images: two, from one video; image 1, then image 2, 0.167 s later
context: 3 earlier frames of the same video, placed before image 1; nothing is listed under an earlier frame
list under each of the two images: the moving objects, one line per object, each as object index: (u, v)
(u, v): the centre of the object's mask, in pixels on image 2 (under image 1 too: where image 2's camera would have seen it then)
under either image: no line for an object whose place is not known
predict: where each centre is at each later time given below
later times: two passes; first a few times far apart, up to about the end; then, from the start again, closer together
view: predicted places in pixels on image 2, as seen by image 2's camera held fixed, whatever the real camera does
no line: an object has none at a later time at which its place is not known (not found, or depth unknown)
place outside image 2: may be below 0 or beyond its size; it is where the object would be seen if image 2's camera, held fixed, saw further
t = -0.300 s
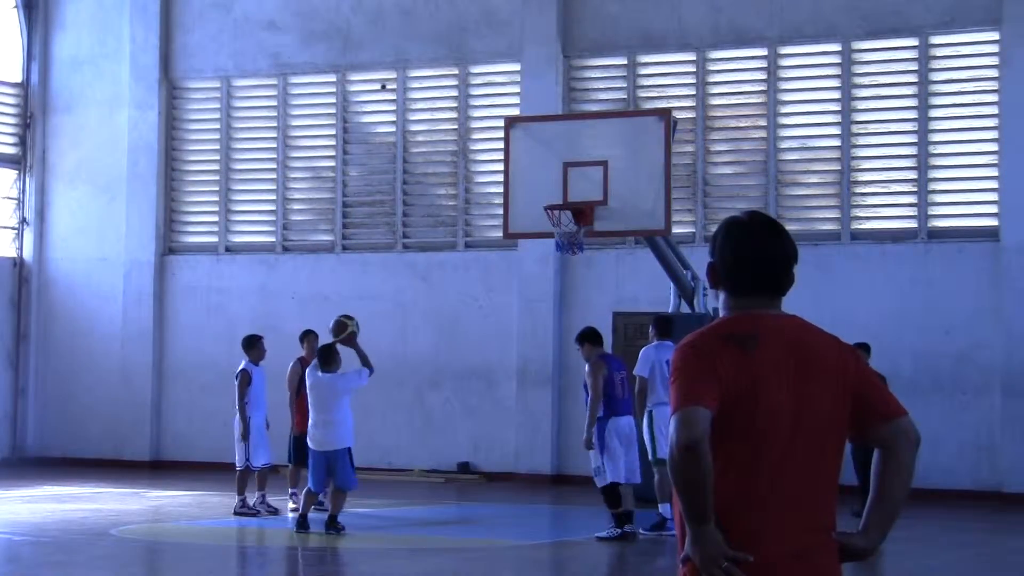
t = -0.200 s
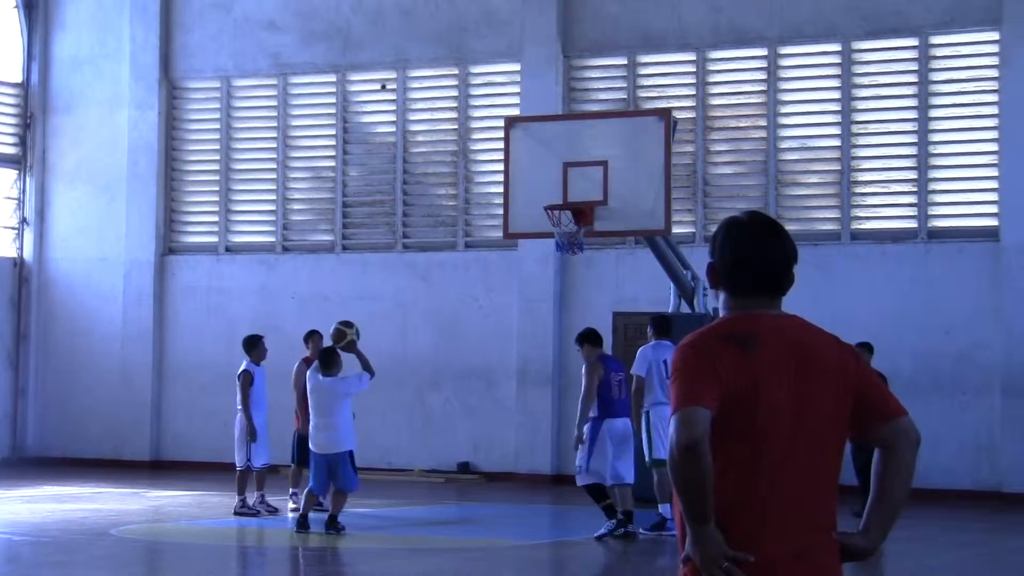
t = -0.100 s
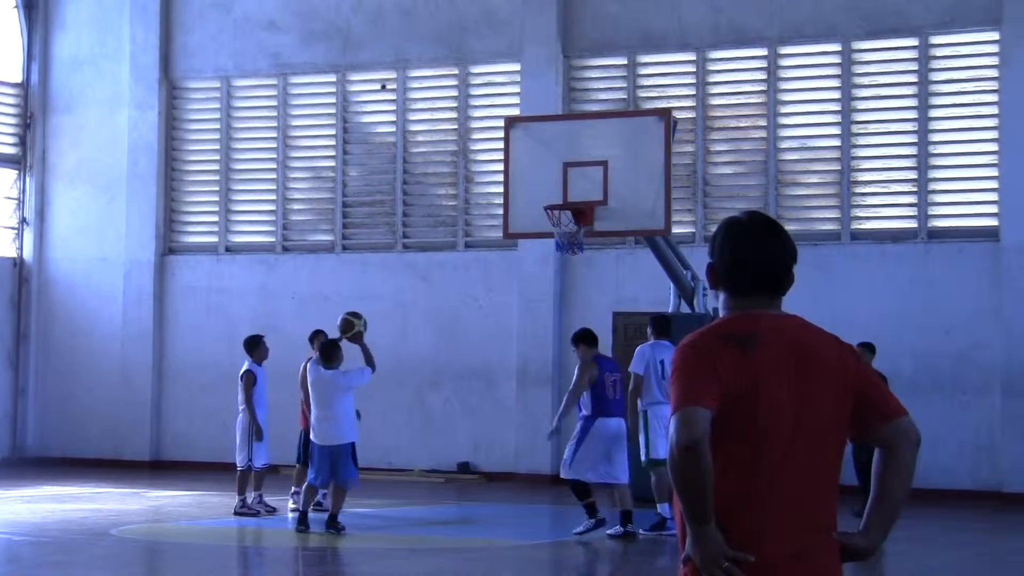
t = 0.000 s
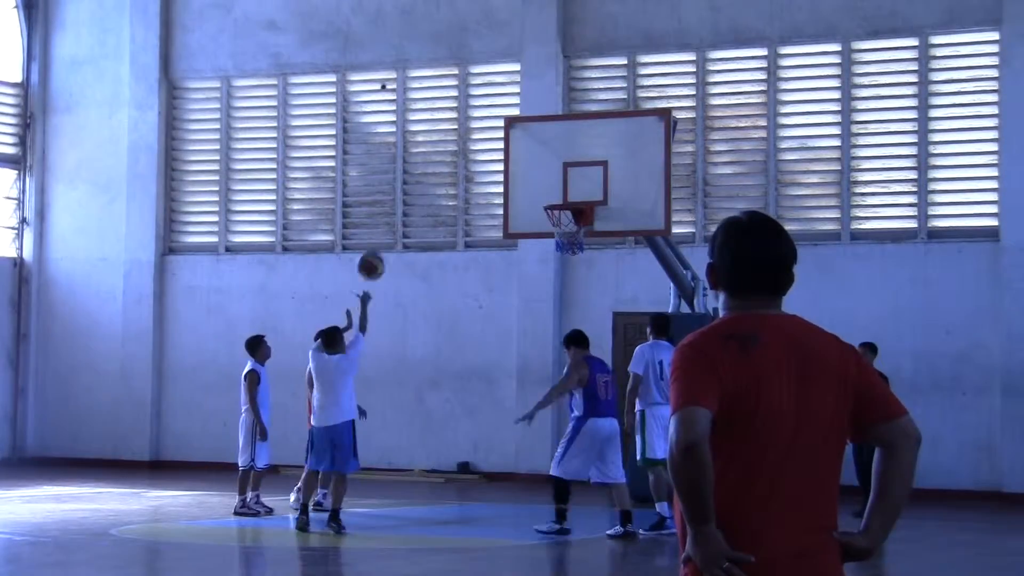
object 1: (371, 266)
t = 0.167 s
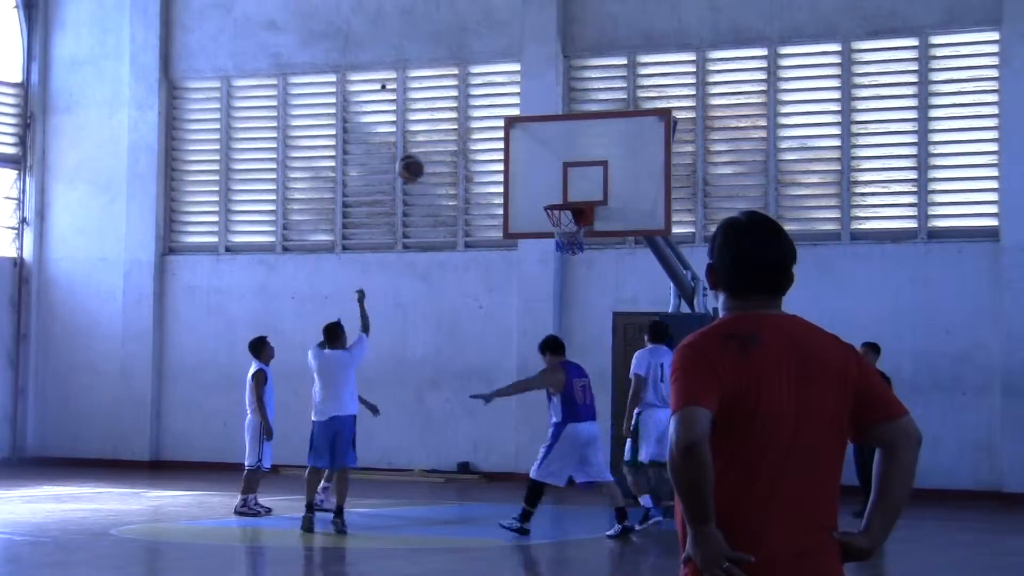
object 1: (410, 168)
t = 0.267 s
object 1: (432, 128)
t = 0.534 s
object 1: (486, 79)
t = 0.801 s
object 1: (535, 106)
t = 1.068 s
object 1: (574, 197)
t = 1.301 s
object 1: (543, 283)
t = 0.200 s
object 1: (417, 153)
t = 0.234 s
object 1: (426, 140)
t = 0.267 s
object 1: (432, 128)
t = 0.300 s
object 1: (439, 117)
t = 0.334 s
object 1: (446, 108)
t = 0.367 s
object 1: (453, 99)
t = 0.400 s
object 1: (460, 93)
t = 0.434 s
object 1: (467, 87)
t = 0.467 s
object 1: (473, 84)
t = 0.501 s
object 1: (480, 81)
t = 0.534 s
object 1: (486, 79)
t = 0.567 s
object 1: (492, 79)
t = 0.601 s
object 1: (498, 79)
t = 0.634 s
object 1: (505, 81)
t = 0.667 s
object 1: (511, 84)
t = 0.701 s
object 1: (517, 88)
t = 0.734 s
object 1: (522, 93)
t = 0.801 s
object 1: (535, 106)
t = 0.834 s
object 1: (540, 115)
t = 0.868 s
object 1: (545, 125)
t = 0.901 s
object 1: (550, 135)
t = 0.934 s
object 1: (556, 147)
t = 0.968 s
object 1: (561, 159)
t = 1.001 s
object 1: (566, 173)
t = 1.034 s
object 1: (572, 187)
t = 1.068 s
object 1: (574, 197)
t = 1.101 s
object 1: (573, 217)
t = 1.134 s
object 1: (568, 225)
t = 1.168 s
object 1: (565, 236)
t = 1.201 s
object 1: (559, 248)
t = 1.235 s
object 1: (554, 258)
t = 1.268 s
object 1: (549, 270)
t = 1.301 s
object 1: (543, 283)
